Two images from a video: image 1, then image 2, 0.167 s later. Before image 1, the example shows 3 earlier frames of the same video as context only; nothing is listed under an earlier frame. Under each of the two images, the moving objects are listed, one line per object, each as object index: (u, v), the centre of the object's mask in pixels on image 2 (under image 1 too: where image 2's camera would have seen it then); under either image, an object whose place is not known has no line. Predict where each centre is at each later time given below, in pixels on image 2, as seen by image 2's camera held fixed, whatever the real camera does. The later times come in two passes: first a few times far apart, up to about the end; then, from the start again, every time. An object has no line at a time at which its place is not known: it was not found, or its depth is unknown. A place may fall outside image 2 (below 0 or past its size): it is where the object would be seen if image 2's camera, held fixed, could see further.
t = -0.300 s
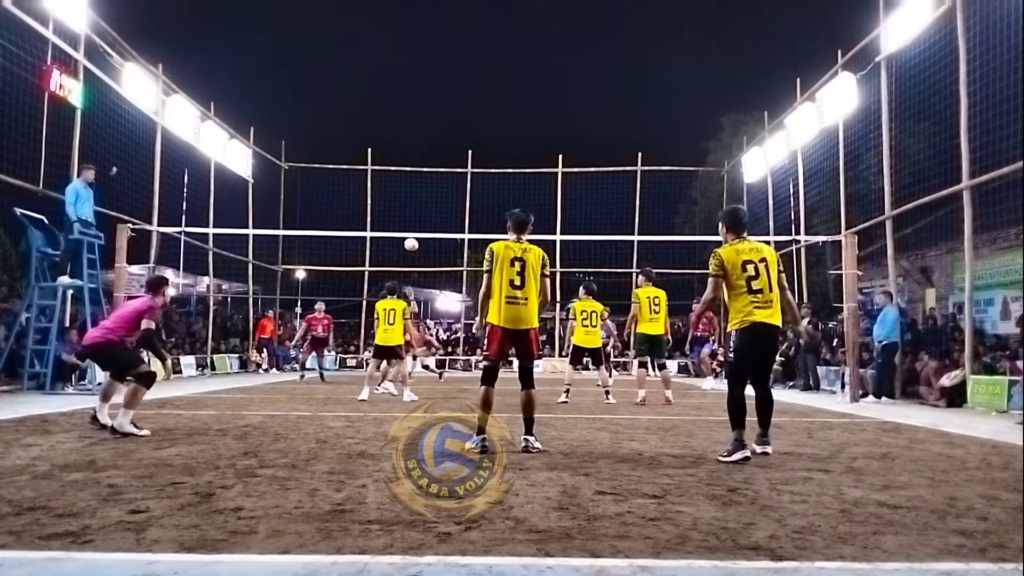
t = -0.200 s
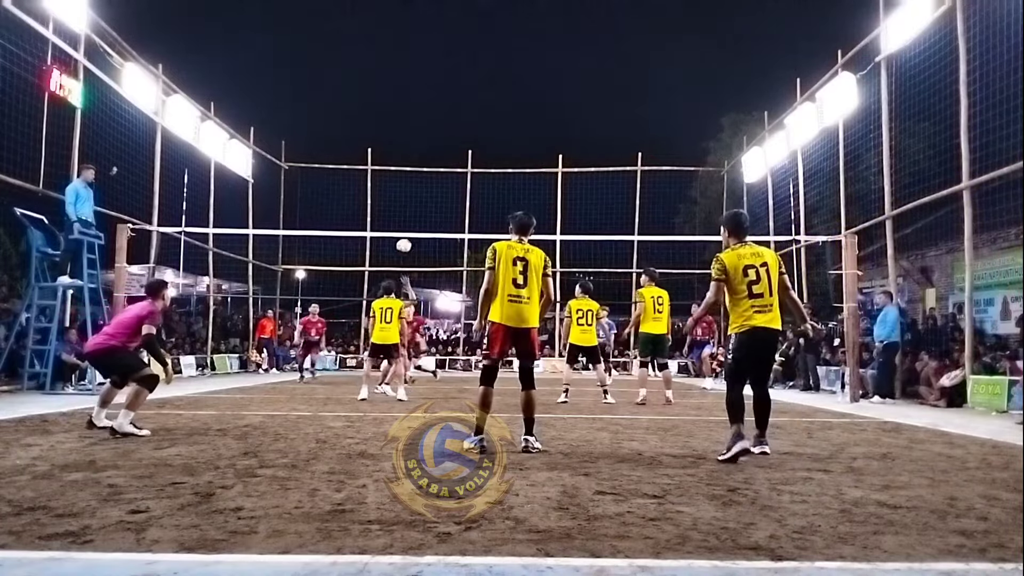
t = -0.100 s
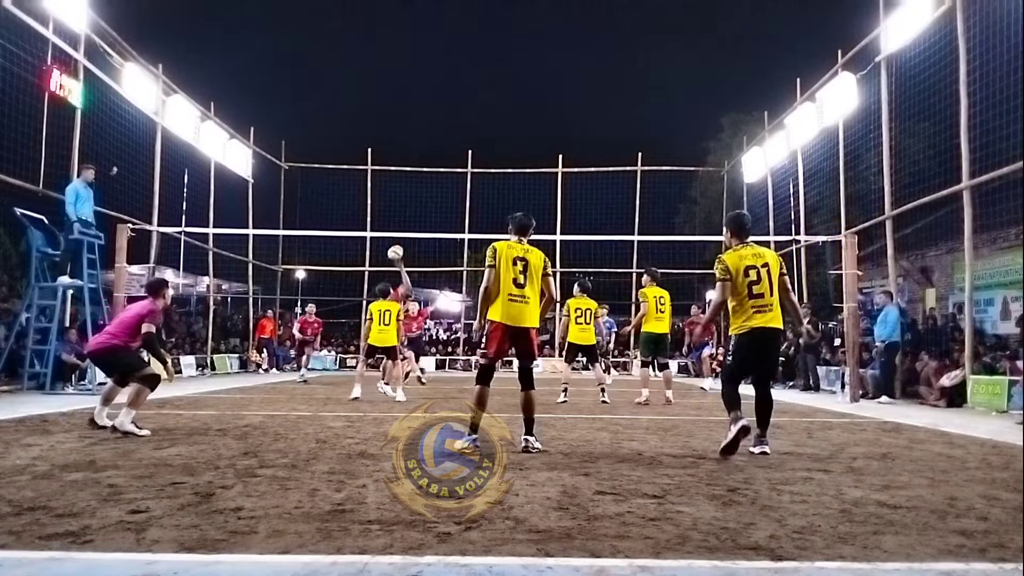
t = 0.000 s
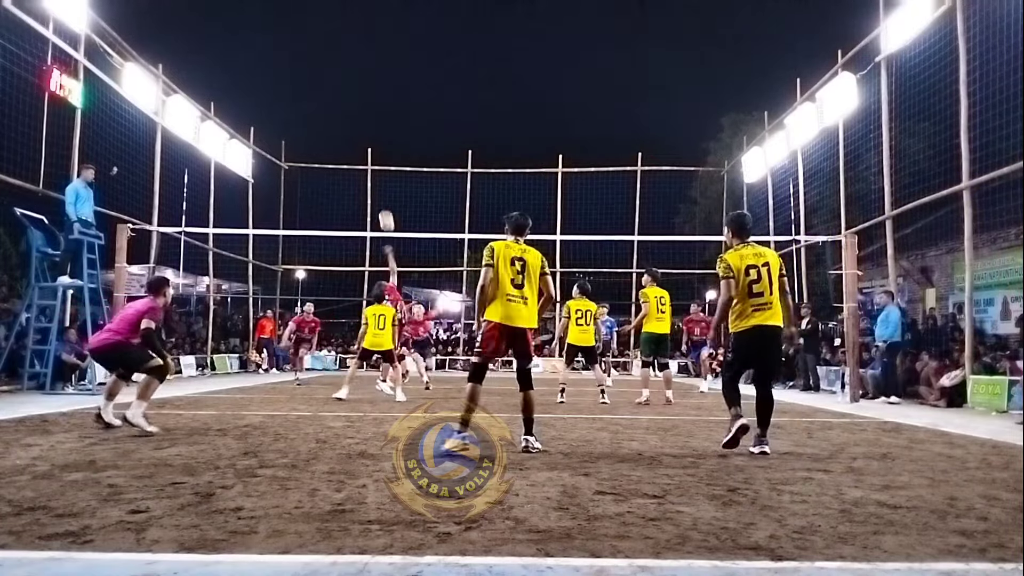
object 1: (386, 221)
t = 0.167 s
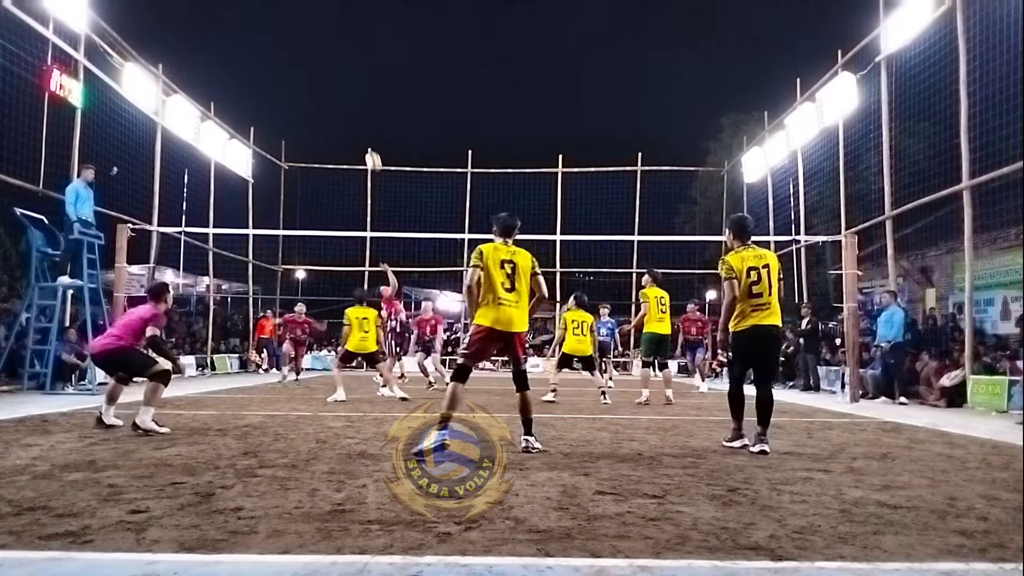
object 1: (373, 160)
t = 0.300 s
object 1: (363, 126)
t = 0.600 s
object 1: (340, 86)
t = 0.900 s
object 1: (315, 100)
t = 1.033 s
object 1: (304, 125)
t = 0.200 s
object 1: (370, 151)
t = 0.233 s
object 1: (368, 142)
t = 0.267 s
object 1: (365, 134)
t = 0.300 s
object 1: (363, 126)
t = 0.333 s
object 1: (360, 118)
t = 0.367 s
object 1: (358, 112)
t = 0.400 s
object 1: (355, 106)
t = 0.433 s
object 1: (353, 101)
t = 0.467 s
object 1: (350, 97)
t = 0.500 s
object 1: (348, 93)
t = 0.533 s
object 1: (345, 90)
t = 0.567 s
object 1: (342, 87)
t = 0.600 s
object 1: (340, 86)
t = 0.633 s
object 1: (337, 85)
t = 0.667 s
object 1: (334, 84)
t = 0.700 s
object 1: (332, 84)
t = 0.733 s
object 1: (329, 85)
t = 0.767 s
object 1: (326, 87)
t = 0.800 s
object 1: (324, 89)
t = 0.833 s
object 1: (321, 92)
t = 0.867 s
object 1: (318, 96)
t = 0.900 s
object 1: (315, 100)
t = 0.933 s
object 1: (313, 105)
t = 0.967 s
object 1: (310, 111)
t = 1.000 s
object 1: (307, 118)
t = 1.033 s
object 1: (304, 125)
